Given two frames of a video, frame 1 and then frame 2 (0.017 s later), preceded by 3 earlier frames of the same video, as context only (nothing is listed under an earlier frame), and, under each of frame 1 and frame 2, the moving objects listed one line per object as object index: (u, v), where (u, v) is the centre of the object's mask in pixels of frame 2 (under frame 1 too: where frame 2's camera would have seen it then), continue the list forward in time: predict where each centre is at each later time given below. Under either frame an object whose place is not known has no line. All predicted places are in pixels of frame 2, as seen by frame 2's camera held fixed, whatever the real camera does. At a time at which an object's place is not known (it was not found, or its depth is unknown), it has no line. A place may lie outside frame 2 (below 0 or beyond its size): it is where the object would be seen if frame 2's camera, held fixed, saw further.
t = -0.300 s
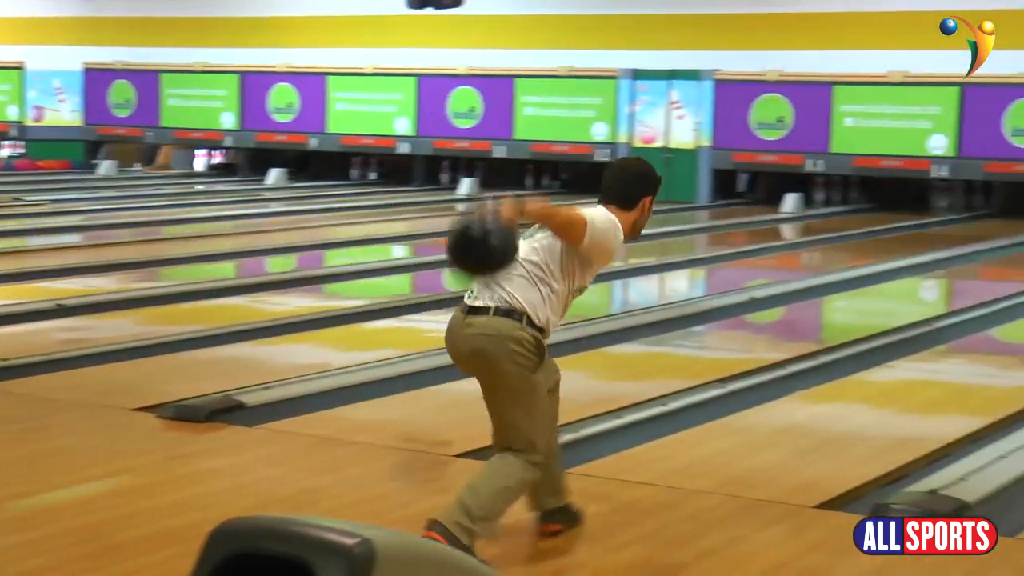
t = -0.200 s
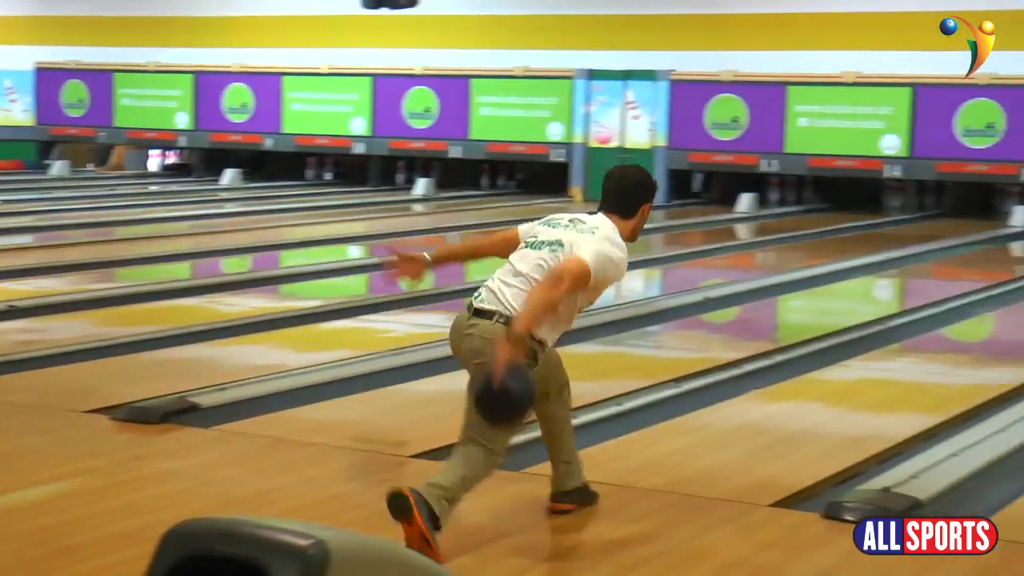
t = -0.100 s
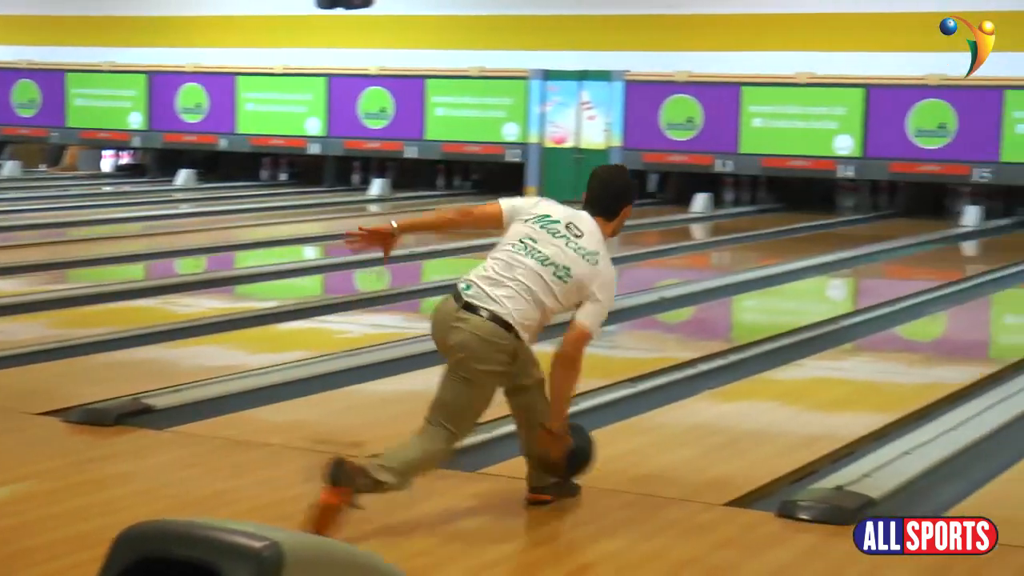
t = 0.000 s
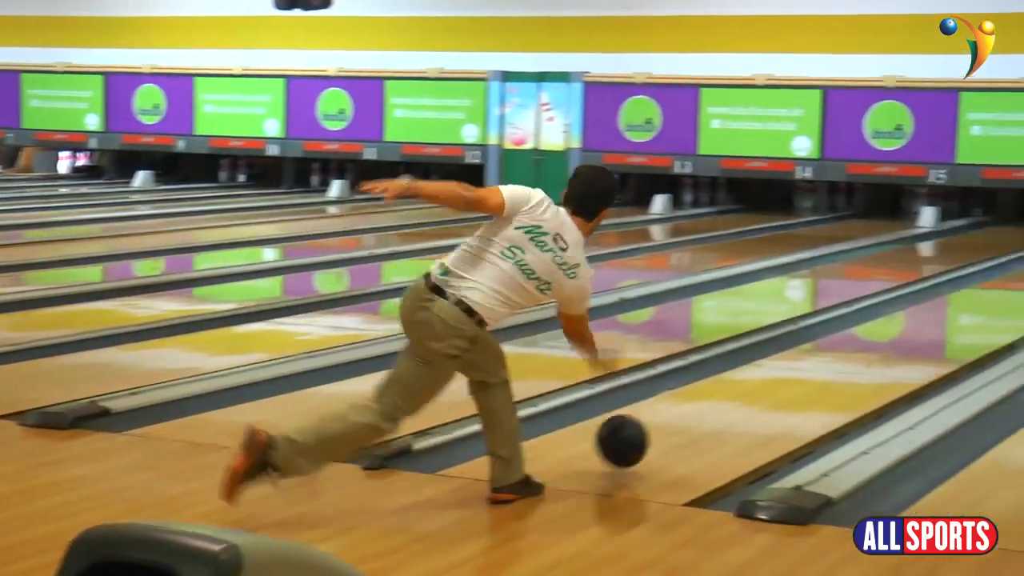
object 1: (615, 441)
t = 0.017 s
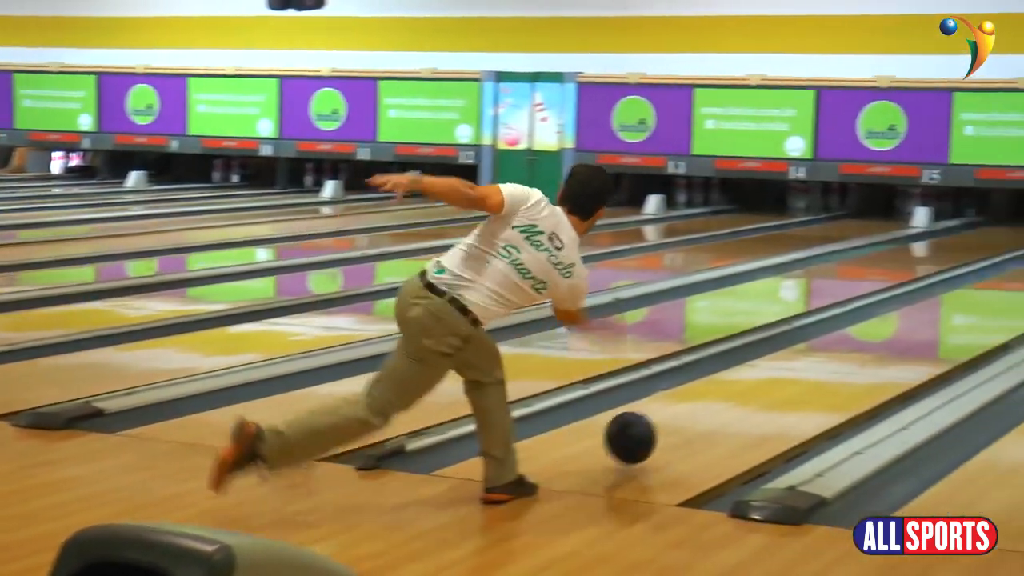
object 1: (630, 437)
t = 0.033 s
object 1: (645, 434)
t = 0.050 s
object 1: (659, 432)
